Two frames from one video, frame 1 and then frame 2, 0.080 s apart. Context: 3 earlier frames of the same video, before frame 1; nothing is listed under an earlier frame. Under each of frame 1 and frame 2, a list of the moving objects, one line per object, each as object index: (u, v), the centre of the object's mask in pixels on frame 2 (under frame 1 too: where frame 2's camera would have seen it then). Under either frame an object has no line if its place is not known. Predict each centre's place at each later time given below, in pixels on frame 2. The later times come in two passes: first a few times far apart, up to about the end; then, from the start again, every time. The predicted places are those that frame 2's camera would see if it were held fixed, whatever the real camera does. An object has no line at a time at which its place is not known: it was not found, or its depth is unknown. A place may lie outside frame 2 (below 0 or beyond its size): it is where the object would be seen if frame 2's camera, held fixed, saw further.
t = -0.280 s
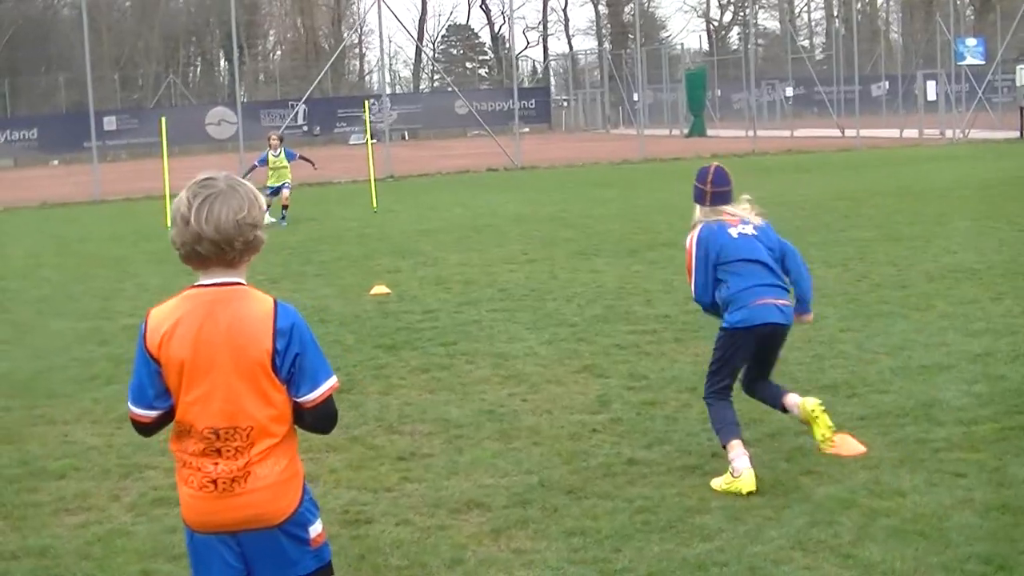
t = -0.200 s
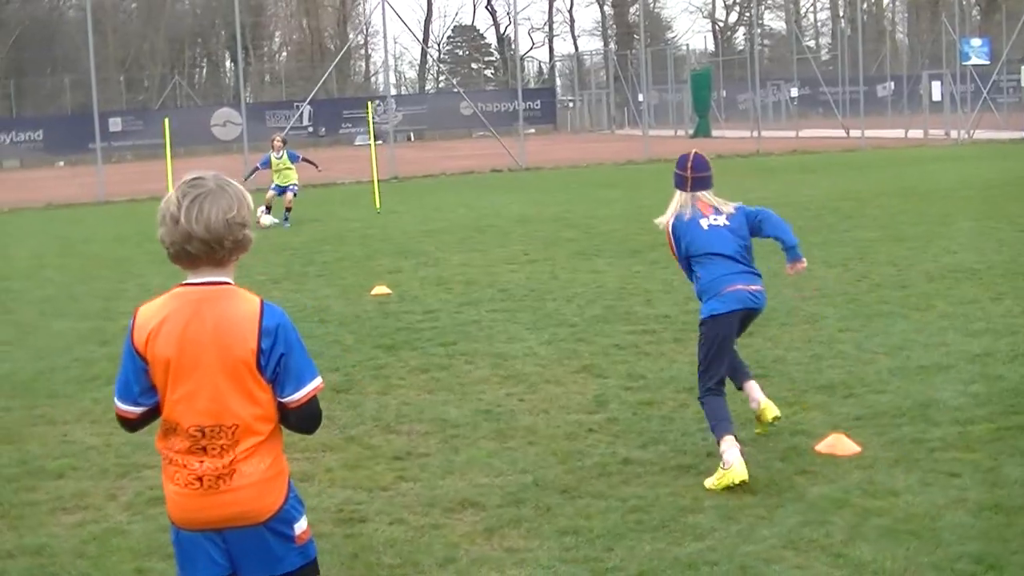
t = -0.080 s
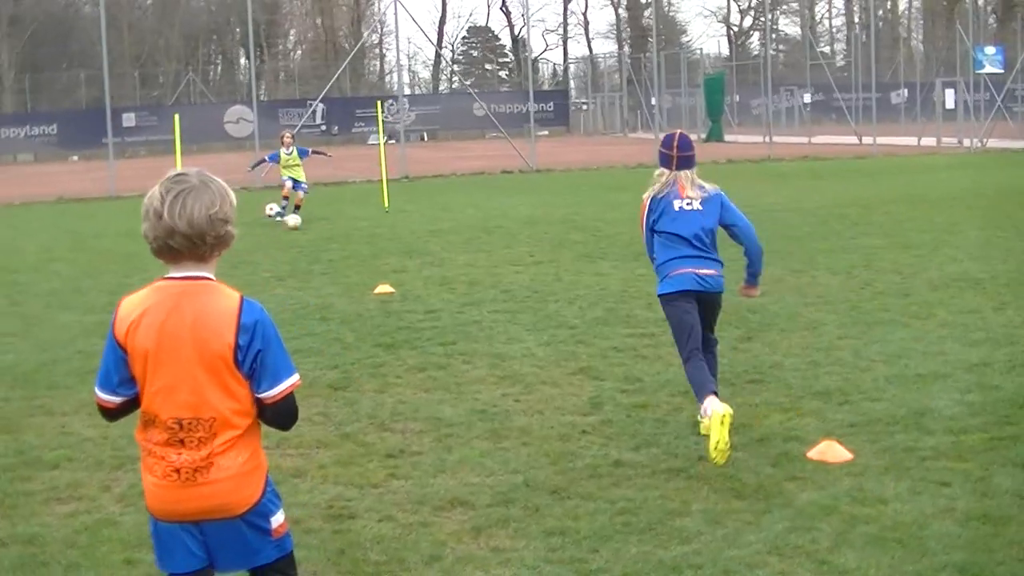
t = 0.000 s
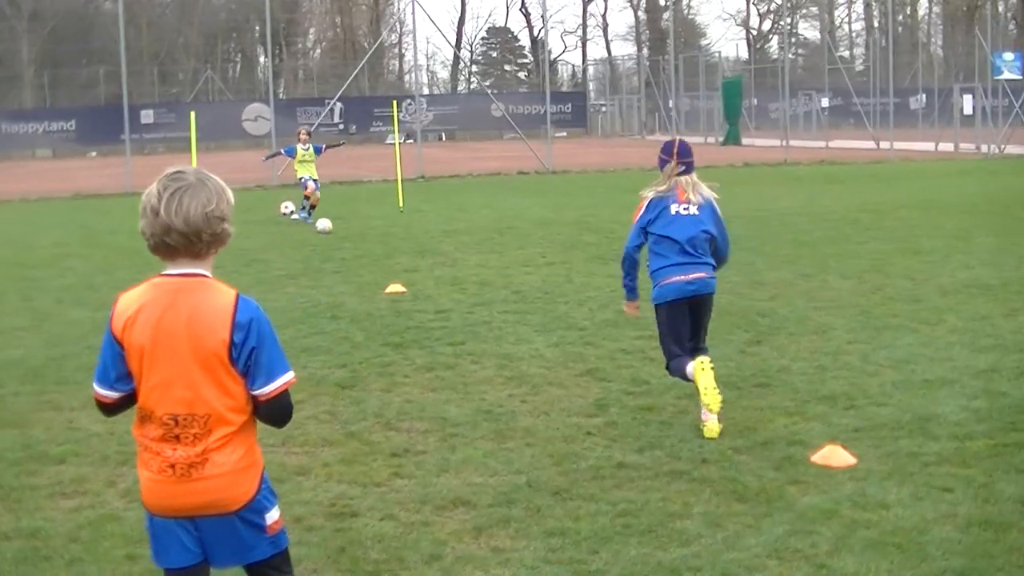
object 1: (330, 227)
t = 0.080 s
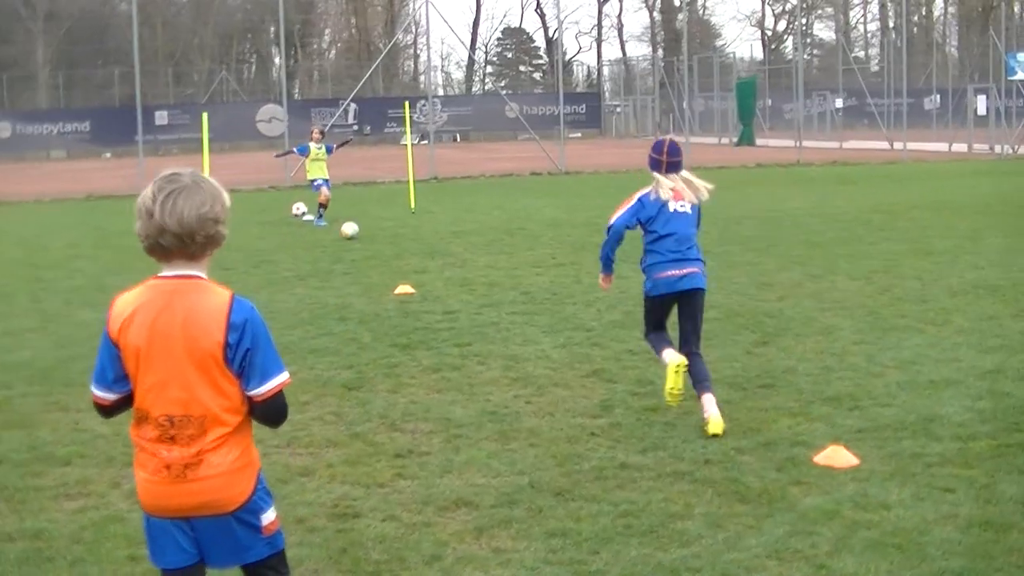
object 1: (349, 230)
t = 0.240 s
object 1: (385, 241)
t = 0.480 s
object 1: (437, 254)
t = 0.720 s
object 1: (492, 269)
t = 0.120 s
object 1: (359, 233)
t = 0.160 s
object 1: (368, 236)
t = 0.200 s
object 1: (376, 238)
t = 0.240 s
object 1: (385, 241)
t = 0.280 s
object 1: (394, 243)
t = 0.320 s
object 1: (402, 245)
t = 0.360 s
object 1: (411, 247)
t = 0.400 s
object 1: (420, 251)
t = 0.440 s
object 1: (429, 253)
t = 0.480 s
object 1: (437, 254)
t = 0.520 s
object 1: (445, 257)
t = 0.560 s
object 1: (454, 261)
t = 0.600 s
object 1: (463, 262)
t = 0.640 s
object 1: (472, 262)
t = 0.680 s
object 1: (482, 264)
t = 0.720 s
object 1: (492, 269)
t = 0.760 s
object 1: (503, 275)
